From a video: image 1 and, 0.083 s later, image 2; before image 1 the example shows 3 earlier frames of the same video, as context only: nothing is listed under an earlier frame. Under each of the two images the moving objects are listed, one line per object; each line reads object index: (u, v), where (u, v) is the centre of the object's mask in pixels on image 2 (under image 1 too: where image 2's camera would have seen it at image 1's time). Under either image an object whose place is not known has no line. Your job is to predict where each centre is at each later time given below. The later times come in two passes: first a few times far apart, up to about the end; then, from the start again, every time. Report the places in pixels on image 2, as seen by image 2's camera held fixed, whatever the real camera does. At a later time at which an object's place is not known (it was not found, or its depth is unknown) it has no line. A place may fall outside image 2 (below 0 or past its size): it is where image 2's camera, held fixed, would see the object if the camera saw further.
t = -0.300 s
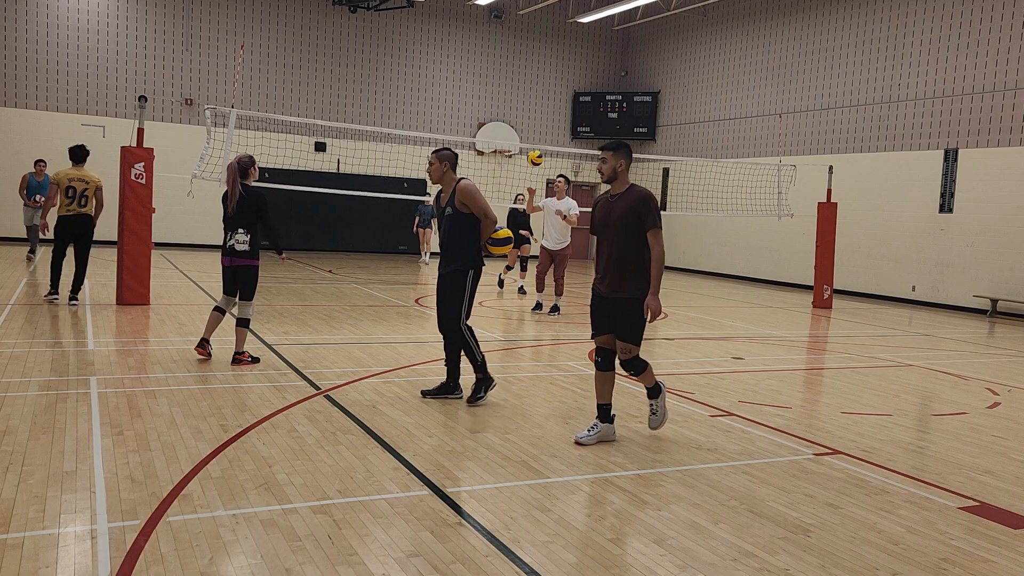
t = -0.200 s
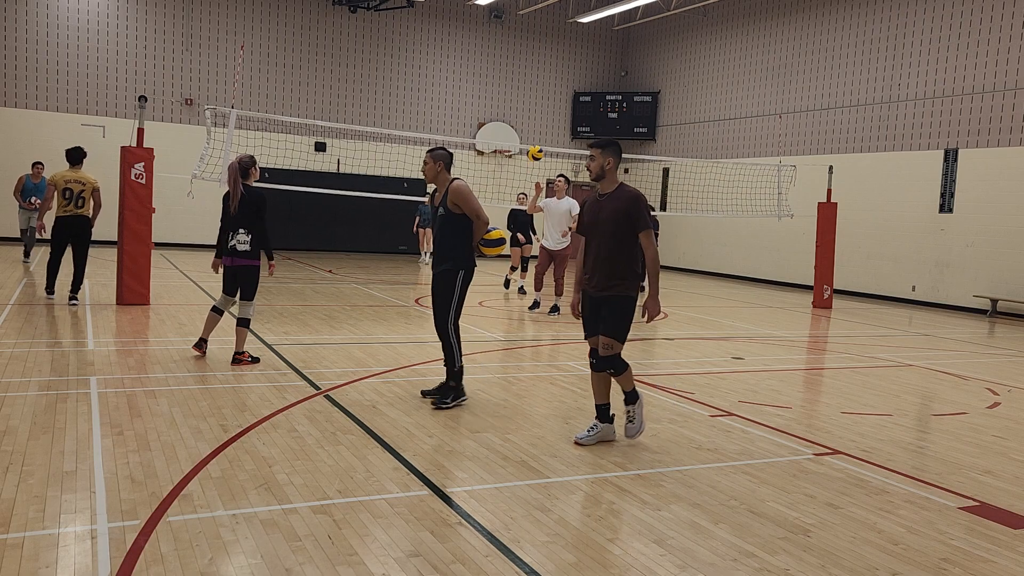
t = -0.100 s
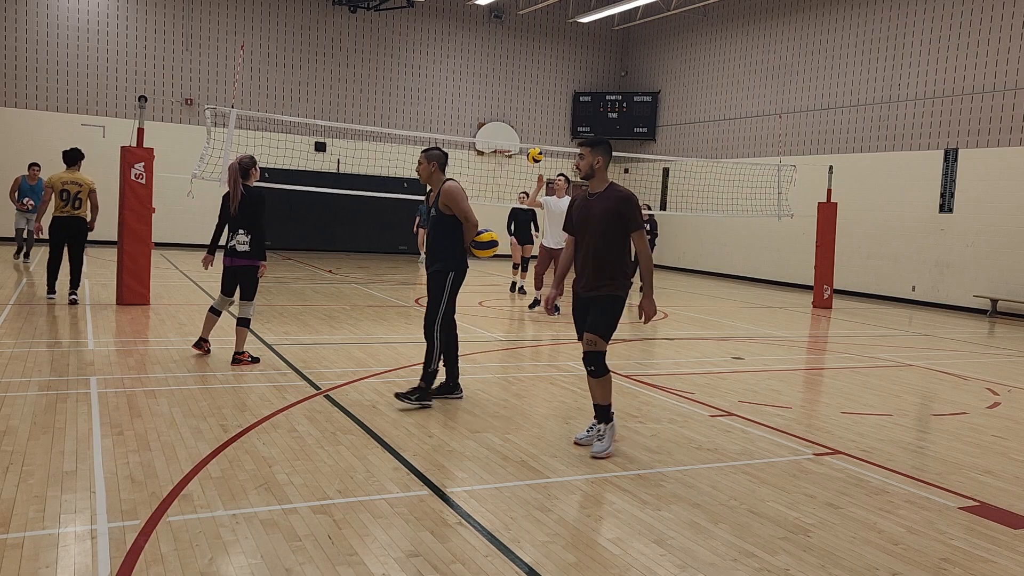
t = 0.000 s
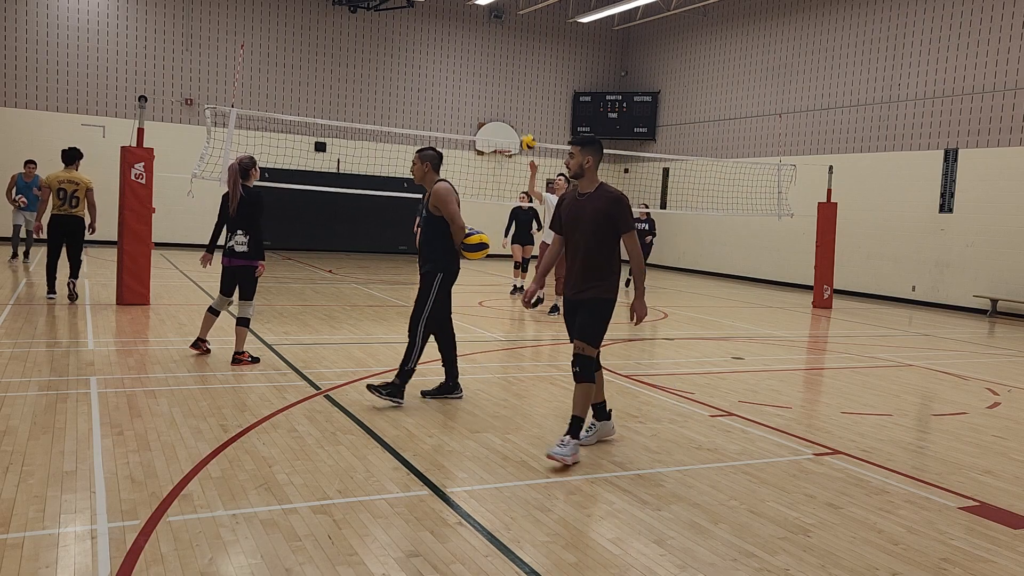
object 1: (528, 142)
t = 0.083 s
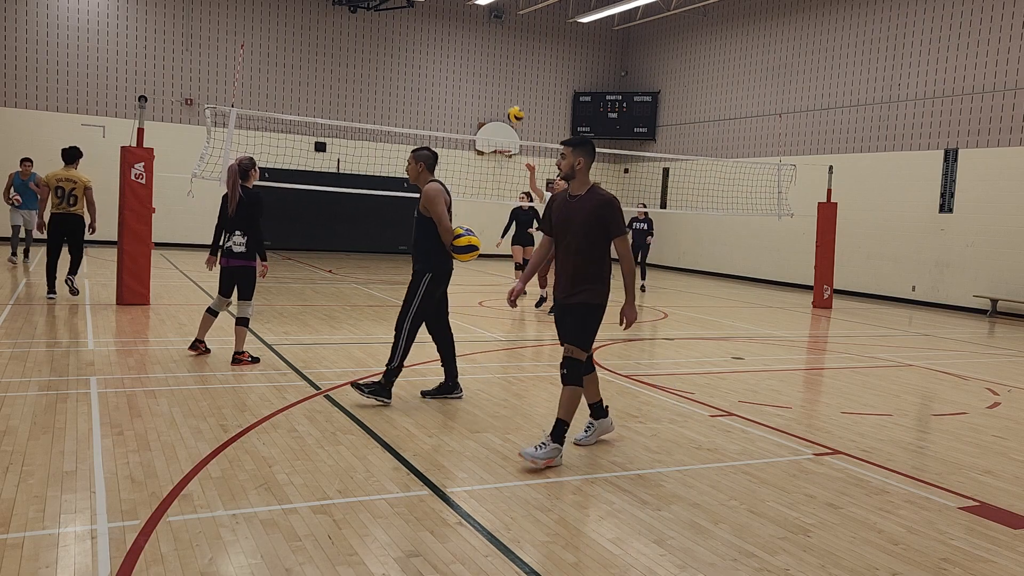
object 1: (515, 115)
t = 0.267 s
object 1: (486, 69)
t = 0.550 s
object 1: (433, 50)
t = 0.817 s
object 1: (372, 103)
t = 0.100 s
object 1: (512, 109)
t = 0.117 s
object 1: (510, 104)
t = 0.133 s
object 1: (507, 100)
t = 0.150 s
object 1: (505, 95)
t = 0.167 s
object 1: (502, 91)
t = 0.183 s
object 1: (499, 87)
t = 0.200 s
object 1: (496, 83)
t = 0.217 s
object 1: (494, 79)
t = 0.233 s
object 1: (491, 75)
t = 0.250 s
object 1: (488, 72)
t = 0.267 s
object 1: (486, 69)
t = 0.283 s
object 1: (483, 66)
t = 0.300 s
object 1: (480, 63)
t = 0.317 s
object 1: (477, 61)
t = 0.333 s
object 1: (474, 58)
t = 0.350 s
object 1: (471, 56)
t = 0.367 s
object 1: (468, 55)
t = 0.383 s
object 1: (465, 53)
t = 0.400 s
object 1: (462, 52)
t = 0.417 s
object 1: (459, 50)
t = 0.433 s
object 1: (456, 50)
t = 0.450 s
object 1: (453, 49)
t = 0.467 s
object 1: (450, 49)
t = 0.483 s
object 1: (446, 48)
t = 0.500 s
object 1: (443, 48)
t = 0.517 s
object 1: (439, 49)
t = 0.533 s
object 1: (436, 50)
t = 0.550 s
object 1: (433, 50)
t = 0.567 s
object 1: (429, 51)
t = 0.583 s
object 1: (425, 53)
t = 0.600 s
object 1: (422, 55)
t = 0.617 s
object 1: (418, 57)
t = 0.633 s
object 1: (415, 59)
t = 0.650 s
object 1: (411, 61)
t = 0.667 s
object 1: (407, 64)
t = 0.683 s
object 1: (403, 67)
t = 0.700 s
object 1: (400, 71)
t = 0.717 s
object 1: (396, 74)
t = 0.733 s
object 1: (392, 78)
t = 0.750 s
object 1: (388, 83)
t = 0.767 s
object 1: (384, 87)
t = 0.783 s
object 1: (380, 92)
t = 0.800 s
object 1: (376, 97)
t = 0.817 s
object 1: (372, 103)
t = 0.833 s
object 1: (368, 108)
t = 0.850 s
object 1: (364, 114)
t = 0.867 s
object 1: (360, 121)
